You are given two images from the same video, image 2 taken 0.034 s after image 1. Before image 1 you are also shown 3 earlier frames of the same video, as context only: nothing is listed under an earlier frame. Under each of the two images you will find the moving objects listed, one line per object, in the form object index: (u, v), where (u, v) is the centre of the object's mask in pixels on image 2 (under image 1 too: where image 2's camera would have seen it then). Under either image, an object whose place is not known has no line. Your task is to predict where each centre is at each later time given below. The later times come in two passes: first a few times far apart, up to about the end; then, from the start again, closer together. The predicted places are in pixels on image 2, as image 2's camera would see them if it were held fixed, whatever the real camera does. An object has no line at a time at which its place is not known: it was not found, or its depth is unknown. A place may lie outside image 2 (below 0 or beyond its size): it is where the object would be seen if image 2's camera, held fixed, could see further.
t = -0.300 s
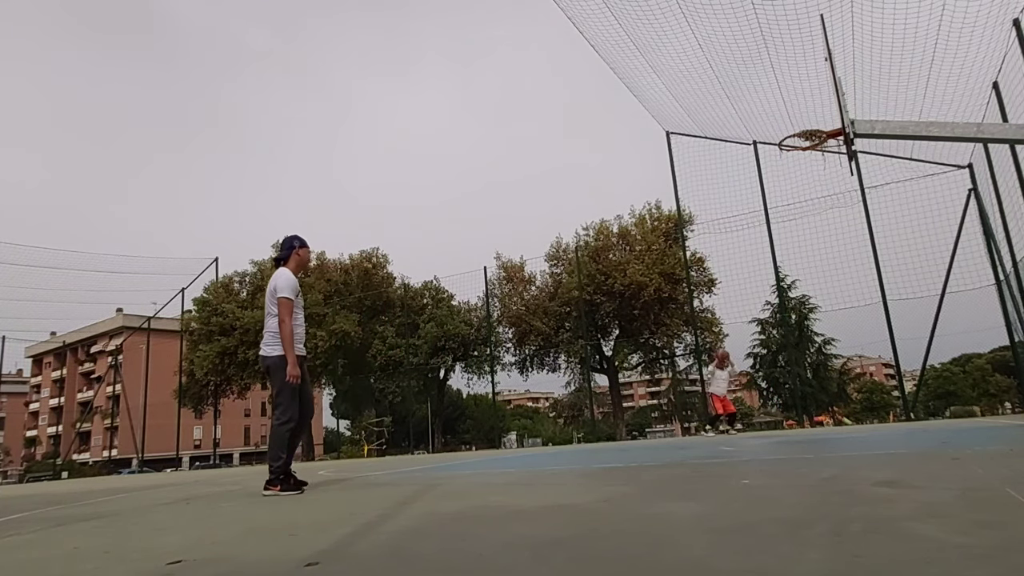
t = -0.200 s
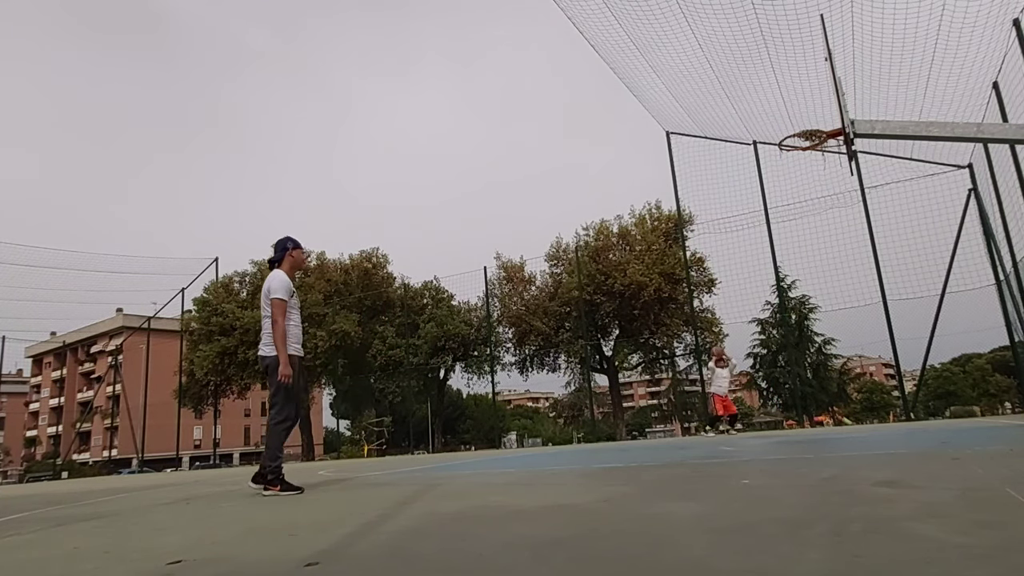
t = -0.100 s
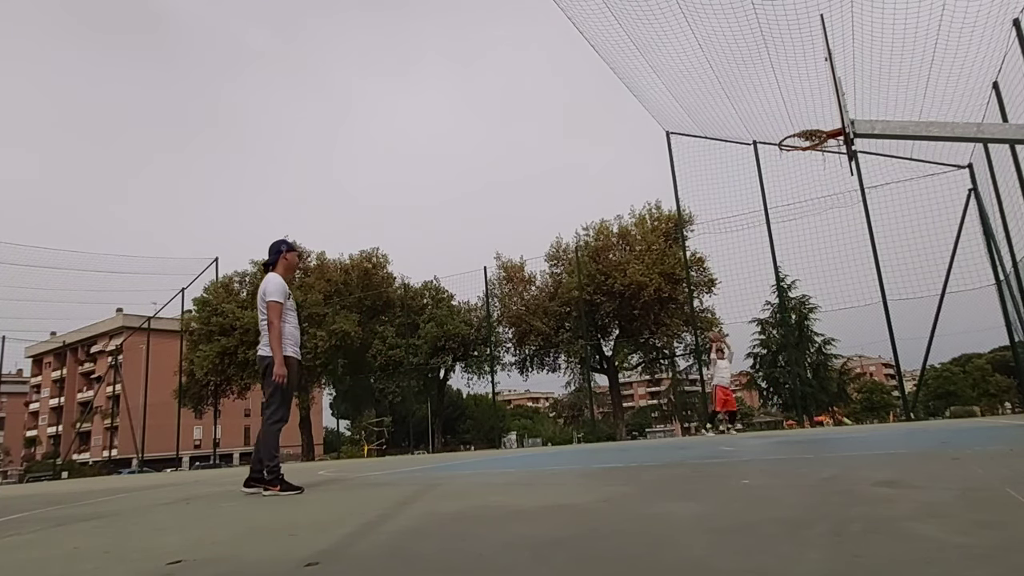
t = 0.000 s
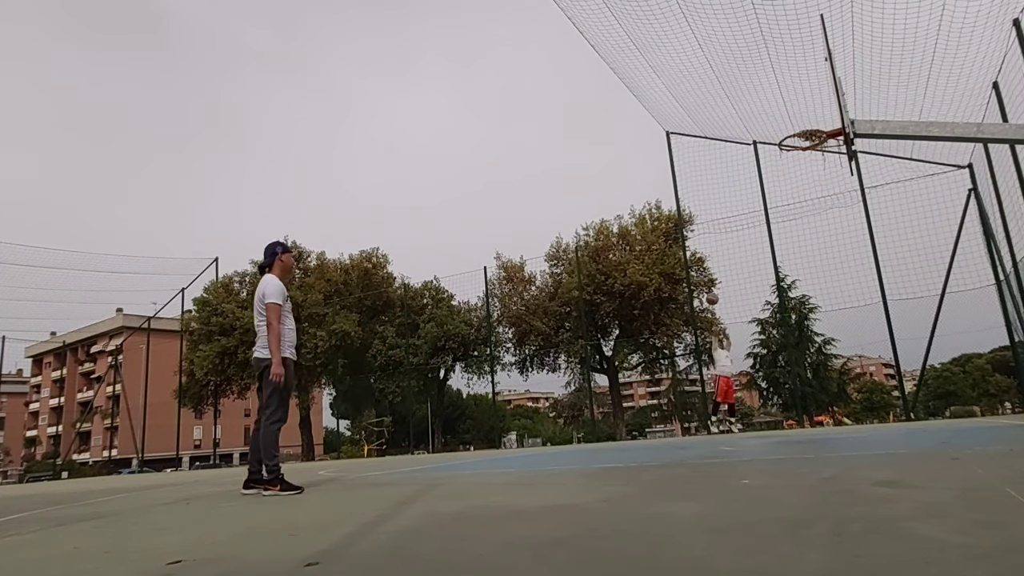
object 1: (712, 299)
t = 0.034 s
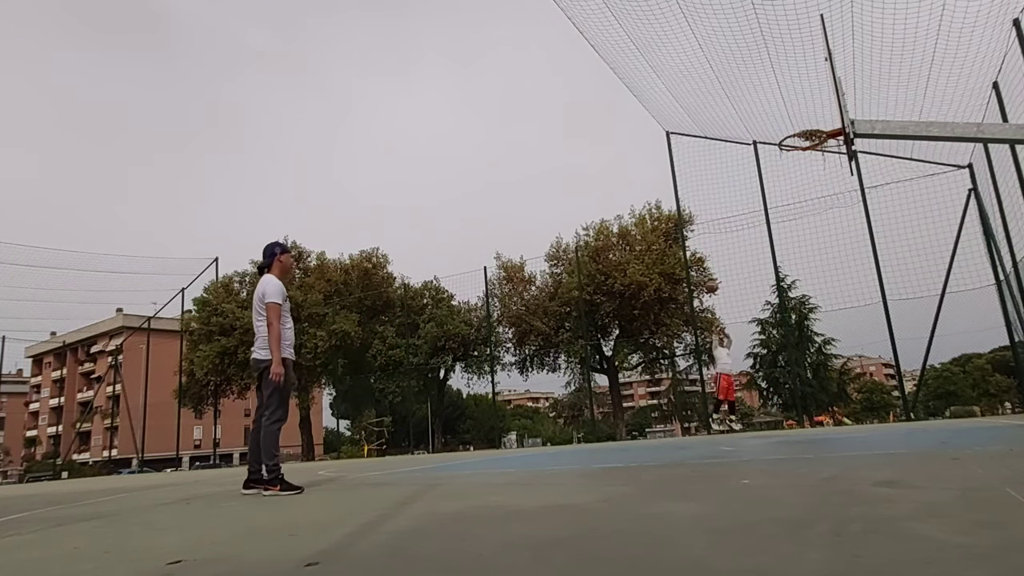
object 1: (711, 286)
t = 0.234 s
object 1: (711, 220)
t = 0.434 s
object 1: (714, 167)
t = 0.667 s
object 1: (722, 125)
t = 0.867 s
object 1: (736, 109)
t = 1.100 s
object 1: (761, 124)
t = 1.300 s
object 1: (737, 129)
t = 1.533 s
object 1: (674, 146)
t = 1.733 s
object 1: (622, 203)
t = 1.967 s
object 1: (558, 336)
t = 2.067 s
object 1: (528, 420)
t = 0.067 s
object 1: (711, 275)
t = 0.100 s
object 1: (711, 262)
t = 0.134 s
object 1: (711, 251)
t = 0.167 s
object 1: (711, 240)
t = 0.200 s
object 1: (711, 230)
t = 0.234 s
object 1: (711, 220)
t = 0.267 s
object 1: (712, 210)
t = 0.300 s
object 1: (712, 201)
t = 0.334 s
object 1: (712, 192)
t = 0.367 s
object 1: (713, 183)
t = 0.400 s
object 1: (713, 175)
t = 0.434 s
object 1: (714, 167)
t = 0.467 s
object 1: (715, 160)
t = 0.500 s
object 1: (716, 153)
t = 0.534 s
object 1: (717, 146)
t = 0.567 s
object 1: (718, 140)
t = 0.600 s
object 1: (719, 135)
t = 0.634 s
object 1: (721, 130)
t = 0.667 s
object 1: (722, 125)
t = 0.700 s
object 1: (724, 121)
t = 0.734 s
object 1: (726, 117)
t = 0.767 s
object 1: (728, 115)
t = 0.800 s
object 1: (731, 112)
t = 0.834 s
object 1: (733, 111)
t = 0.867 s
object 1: (736, 109)
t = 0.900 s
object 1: (739, 109)
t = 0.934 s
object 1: (742, 109)
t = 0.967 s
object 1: (745, 110)
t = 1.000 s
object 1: (748, 112)
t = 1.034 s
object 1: (752, 115)
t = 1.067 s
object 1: (757, 119)
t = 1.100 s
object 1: (761, 124)
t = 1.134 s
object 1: (766, 131)
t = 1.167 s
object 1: (772, 138)
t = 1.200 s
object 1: (764, 136)
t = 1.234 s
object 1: (755, 133)
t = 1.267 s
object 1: (746, 131)
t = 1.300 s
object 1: (737, 129)
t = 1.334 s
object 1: (728, 129)
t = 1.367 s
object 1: (720, 129)
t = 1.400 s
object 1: (711, 131)
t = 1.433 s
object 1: (701, 133)
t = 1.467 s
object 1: (692, 136)
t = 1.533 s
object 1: (674, 146)
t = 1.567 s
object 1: (666, 153)
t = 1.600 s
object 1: (657, 161)
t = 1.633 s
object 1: (649, 170)
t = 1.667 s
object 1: (640, 180)
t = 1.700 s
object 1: (631, 191)
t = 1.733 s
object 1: (622, 203)
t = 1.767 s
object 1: (613, 218)
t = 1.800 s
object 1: (604, 233)
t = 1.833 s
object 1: (595, 250)
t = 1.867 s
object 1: (587, 268)
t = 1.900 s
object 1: (577, 290)
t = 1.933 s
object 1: (568, 313)
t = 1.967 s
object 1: (558, 336)
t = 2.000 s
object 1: (548, 362)
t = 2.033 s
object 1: (538, 391)
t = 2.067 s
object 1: (528, 420)
